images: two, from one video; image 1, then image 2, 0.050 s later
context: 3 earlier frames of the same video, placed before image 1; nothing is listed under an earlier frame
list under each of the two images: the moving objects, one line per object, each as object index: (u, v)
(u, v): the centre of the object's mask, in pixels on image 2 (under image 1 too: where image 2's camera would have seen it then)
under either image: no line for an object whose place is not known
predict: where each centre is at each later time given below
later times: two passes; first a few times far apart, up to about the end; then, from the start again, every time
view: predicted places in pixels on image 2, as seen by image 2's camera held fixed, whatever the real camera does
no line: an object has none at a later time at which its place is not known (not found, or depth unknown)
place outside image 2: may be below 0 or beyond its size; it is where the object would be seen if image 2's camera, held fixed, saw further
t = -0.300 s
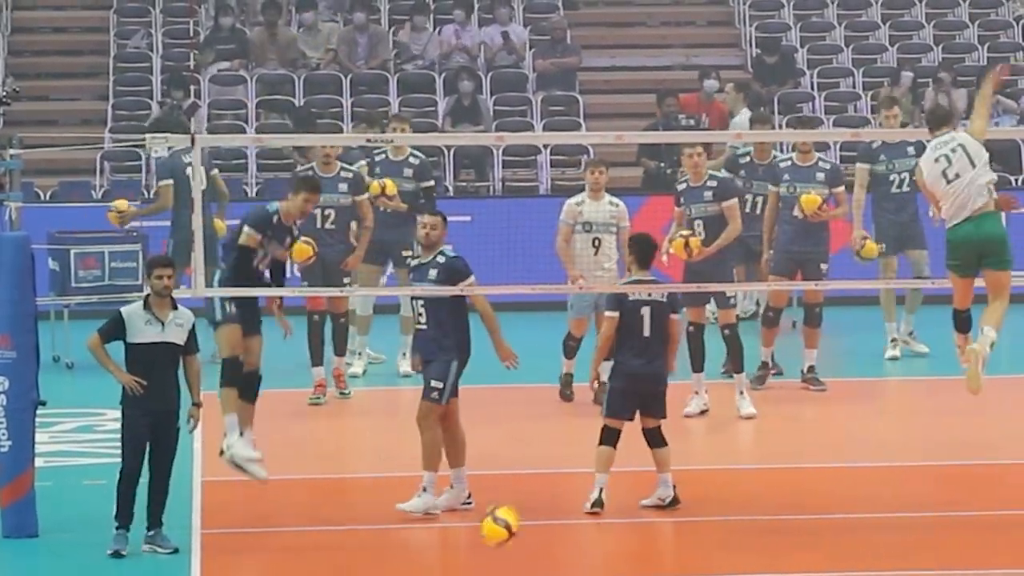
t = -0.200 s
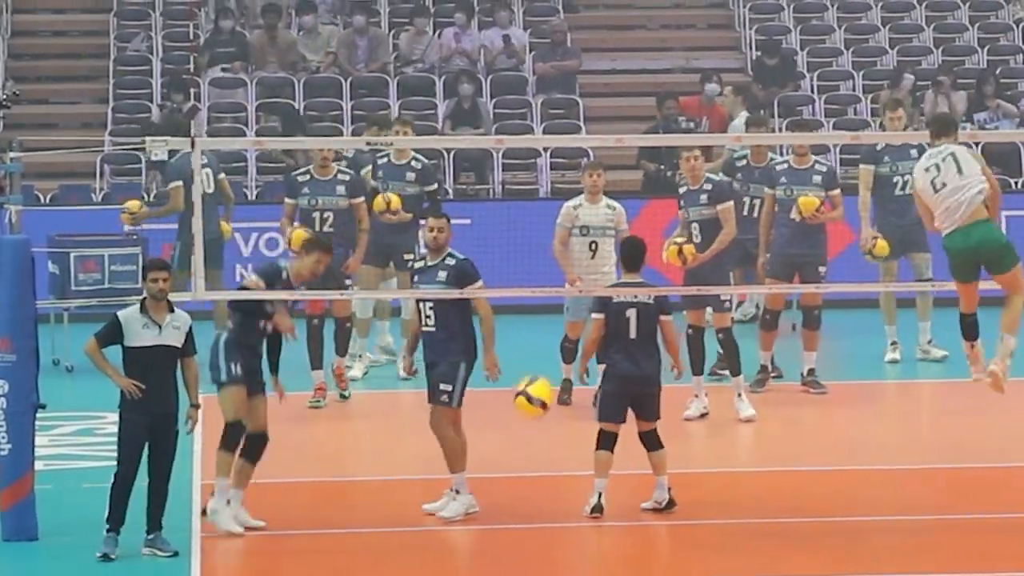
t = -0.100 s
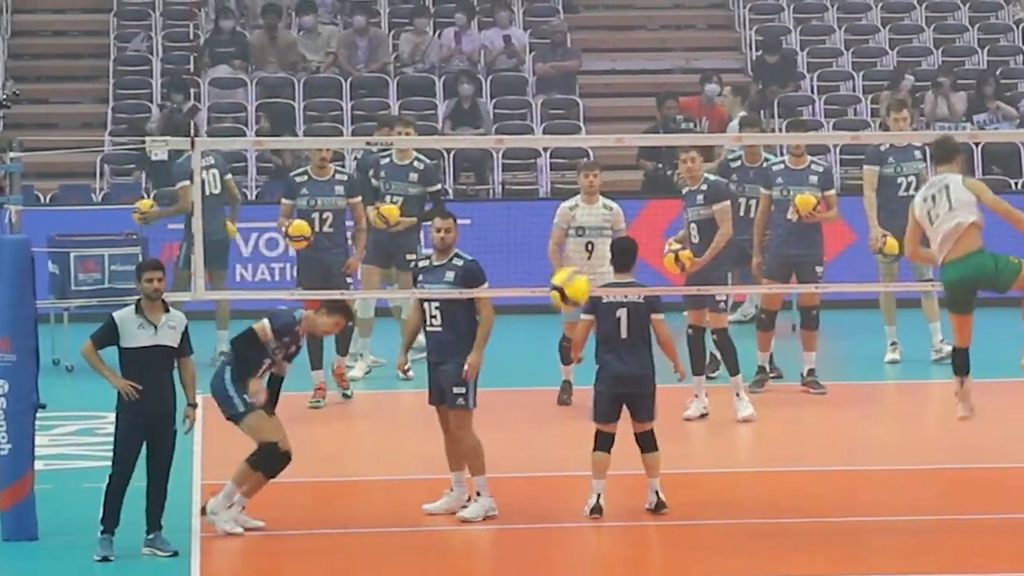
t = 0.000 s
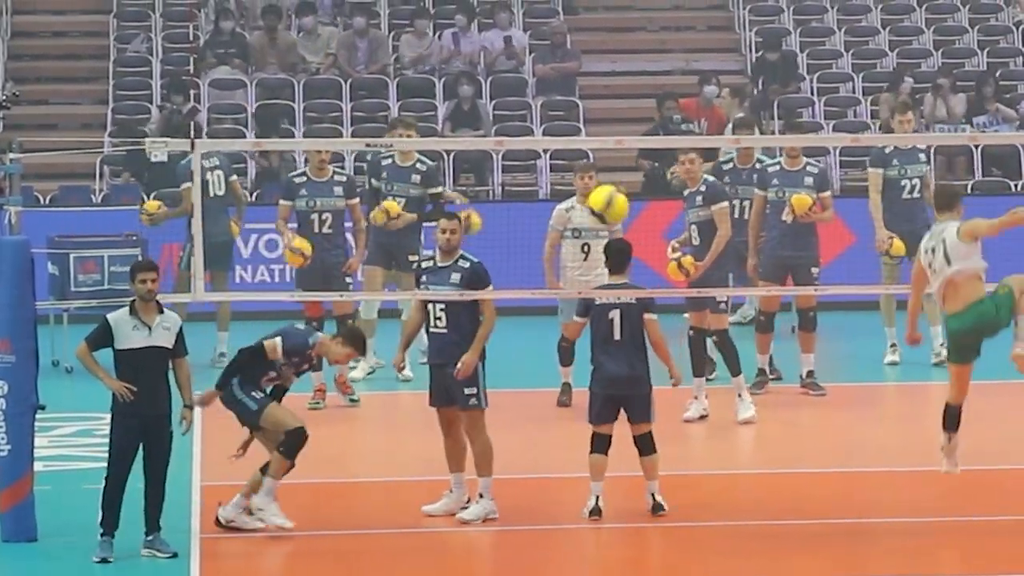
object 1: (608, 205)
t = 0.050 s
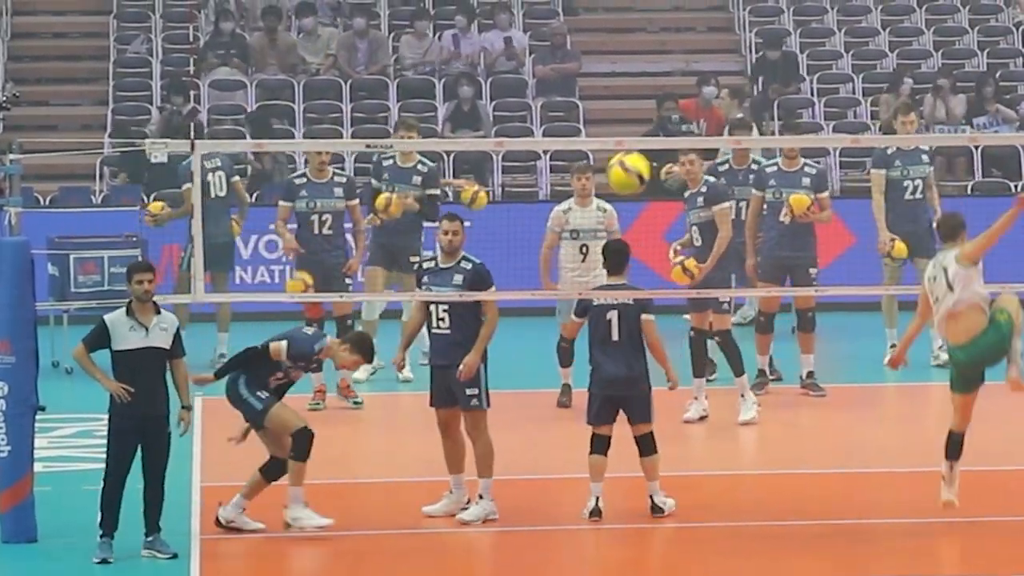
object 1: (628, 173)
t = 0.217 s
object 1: (696, 108)
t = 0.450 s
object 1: (802, 143)
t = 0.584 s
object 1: (865, 236)
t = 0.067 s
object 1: (635, 163)
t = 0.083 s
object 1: (641, 155)
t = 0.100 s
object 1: (649, 146)
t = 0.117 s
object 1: (655, 138)
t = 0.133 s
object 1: (662, 131)
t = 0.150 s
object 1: (668, 125)
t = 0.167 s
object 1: (676, 119)
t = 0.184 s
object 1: (683, 115)
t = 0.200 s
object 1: (689, 111)
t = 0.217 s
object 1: (696, 108)
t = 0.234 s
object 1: (704, 105)
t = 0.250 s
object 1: (711, 103)
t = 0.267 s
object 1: (716, 103)
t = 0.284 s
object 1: (724, 103)
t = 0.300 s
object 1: (733, 103)
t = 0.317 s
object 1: (740, 105)
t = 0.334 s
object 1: (748, 107)
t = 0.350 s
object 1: (756, 110)
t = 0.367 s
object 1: (763, 113)
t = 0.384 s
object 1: (770, 118)
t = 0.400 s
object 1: (778, 123)
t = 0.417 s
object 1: (786, 129)
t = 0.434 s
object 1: (794, 135)
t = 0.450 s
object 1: (802, 143)
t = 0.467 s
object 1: (810, 152)
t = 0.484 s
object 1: (818, 162)
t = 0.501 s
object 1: (826, 172)
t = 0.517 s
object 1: (833, 183)
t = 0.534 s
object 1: (841, 195)
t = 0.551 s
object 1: (850, 208)
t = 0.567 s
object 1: (857, 221)
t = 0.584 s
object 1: (865, 236)
